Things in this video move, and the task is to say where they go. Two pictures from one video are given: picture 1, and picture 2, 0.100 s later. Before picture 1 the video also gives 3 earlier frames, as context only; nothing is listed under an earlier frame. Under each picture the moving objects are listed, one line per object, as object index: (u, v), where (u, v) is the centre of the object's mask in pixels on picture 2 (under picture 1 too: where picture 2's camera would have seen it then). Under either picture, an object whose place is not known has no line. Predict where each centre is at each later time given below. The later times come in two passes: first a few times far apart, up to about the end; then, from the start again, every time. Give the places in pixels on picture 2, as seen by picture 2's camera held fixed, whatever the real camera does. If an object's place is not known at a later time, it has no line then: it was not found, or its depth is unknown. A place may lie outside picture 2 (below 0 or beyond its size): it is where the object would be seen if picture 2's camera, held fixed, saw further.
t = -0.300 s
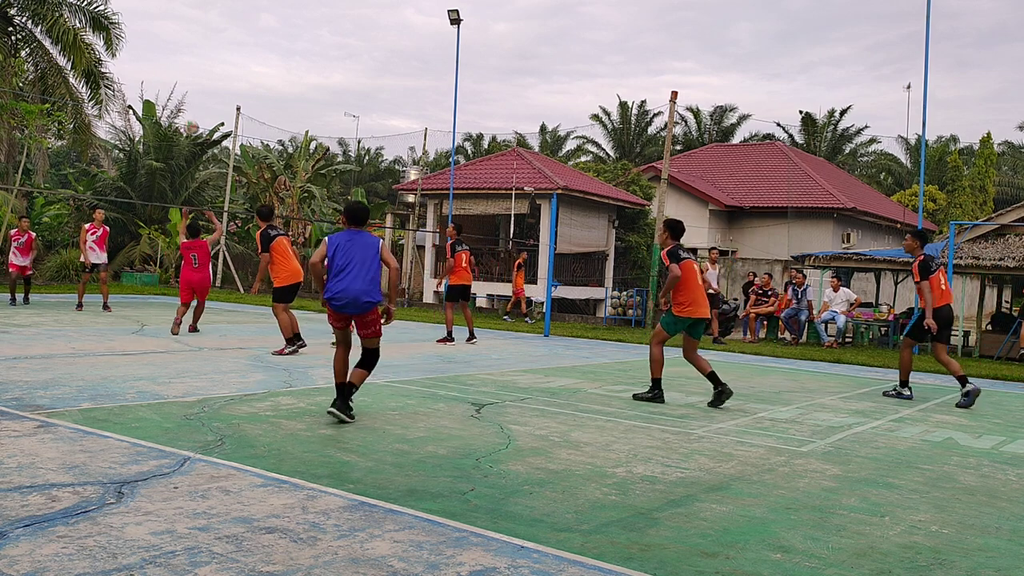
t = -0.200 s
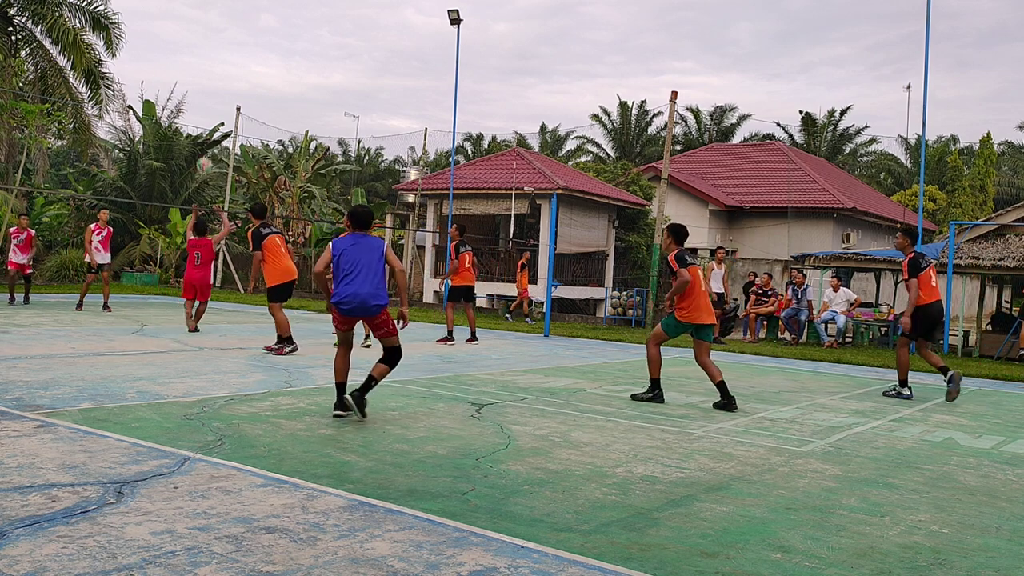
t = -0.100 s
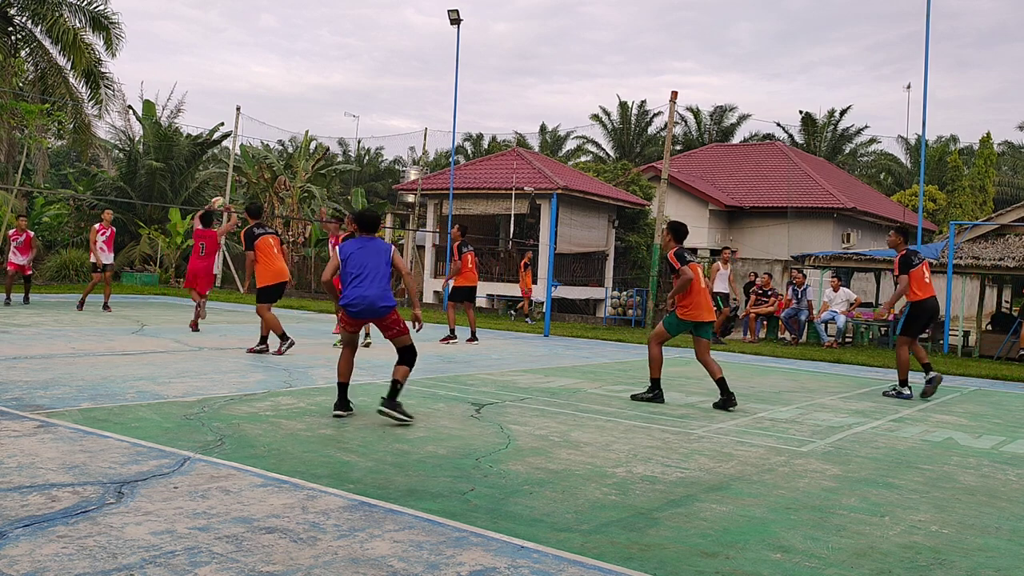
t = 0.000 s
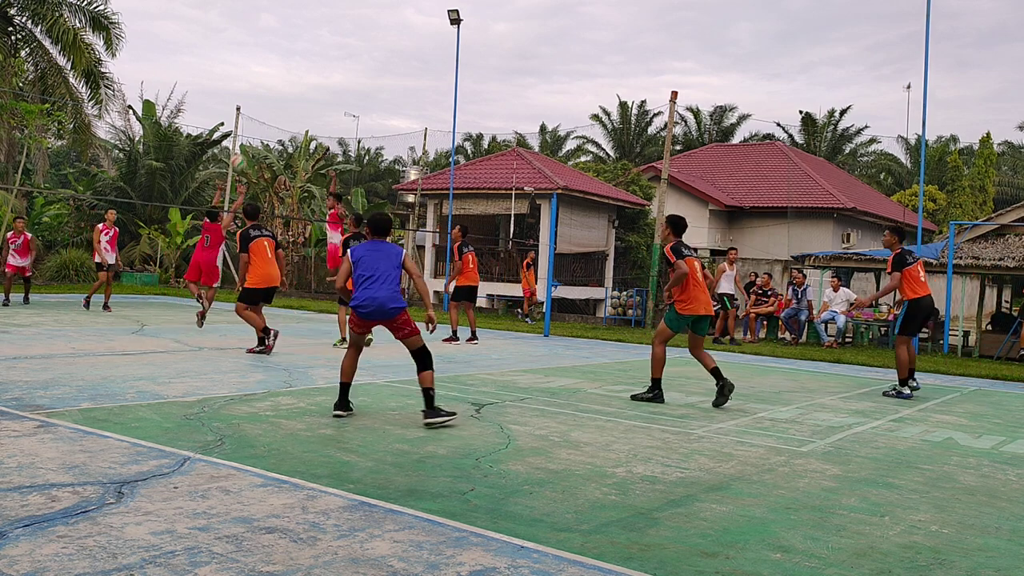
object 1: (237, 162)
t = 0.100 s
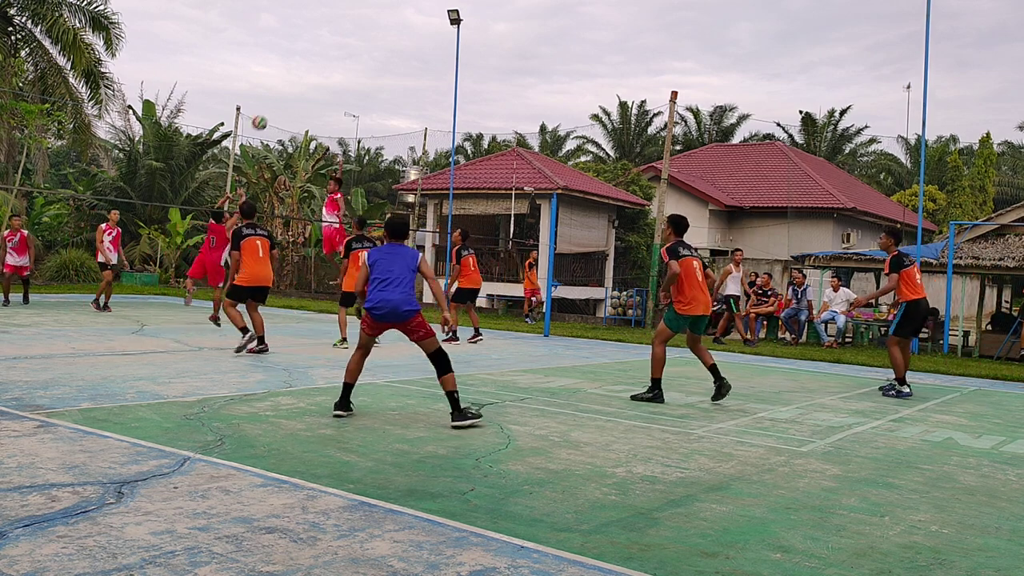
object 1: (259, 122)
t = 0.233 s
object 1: (285, 83)
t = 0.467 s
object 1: (327, 47)
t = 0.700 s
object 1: (364, 50)
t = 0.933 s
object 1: (397, 88)
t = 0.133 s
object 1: (266, 111)
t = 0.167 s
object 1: (272, 101)
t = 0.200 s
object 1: (279, 91)
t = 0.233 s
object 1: (285, 83)
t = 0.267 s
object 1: (291, 75)
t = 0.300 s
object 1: (297, 68)
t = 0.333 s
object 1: (304, 62)
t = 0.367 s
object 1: (309, 57)
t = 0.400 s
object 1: (315, 53)
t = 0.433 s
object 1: (321, 49)
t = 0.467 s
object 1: (327, 47)
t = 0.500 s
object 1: (332, 45)
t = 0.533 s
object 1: (338, 44)
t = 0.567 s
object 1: (343, 43)
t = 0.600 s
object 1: (349, 44)
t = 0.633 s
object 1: (354, 45)
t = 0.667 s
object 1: (359, 47)
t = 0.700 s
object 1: (364, 50)
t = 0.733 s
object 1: (369, 53)
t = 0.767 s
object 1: (374, 57)
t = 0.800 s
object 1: (379, 62)
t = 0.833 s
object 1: (383, 67)
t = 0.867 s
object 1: (388, 73)
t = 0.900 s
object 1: (393, 80)
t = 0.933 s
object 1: (397, 88)
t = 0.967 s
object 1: (401, 96)
